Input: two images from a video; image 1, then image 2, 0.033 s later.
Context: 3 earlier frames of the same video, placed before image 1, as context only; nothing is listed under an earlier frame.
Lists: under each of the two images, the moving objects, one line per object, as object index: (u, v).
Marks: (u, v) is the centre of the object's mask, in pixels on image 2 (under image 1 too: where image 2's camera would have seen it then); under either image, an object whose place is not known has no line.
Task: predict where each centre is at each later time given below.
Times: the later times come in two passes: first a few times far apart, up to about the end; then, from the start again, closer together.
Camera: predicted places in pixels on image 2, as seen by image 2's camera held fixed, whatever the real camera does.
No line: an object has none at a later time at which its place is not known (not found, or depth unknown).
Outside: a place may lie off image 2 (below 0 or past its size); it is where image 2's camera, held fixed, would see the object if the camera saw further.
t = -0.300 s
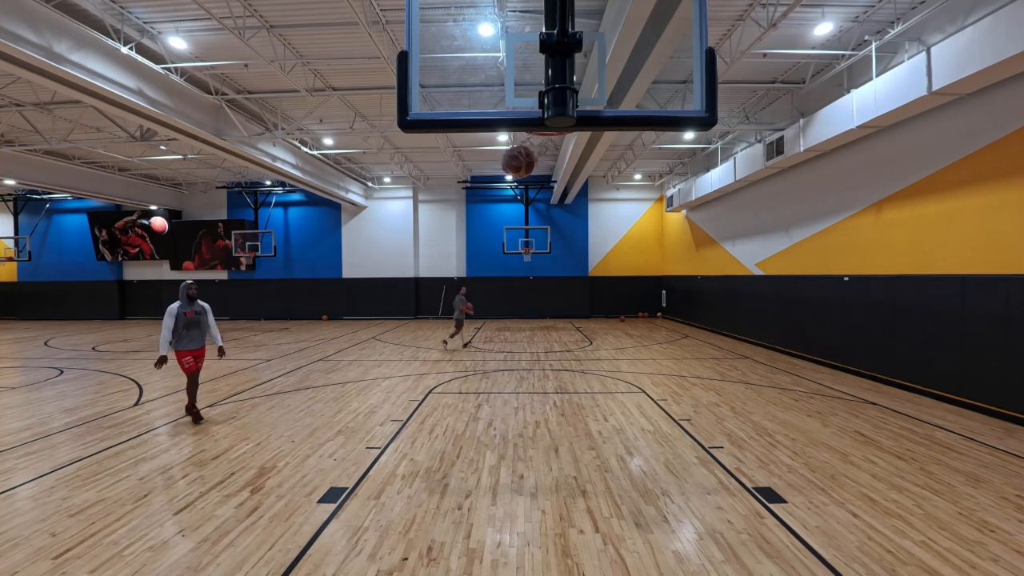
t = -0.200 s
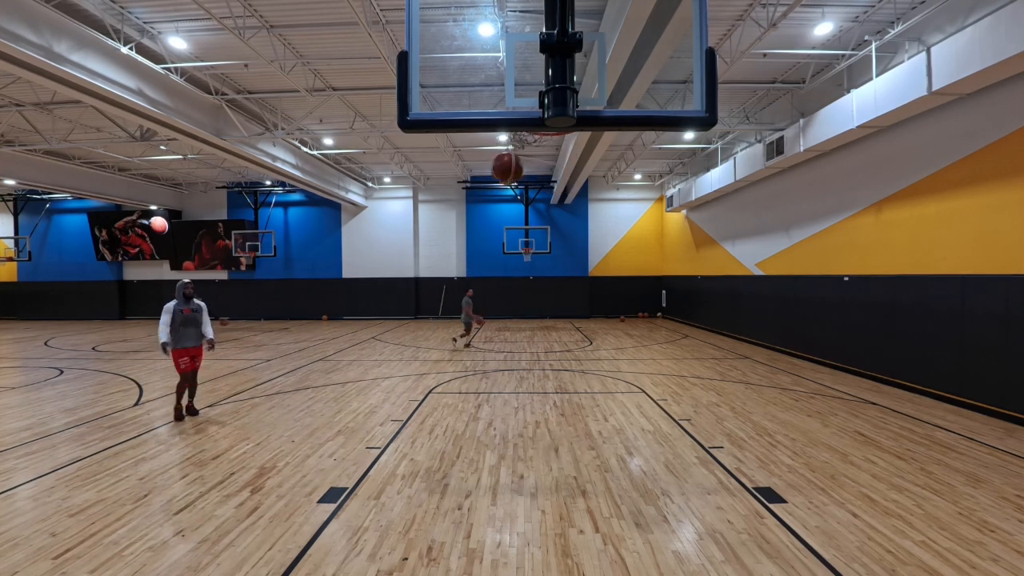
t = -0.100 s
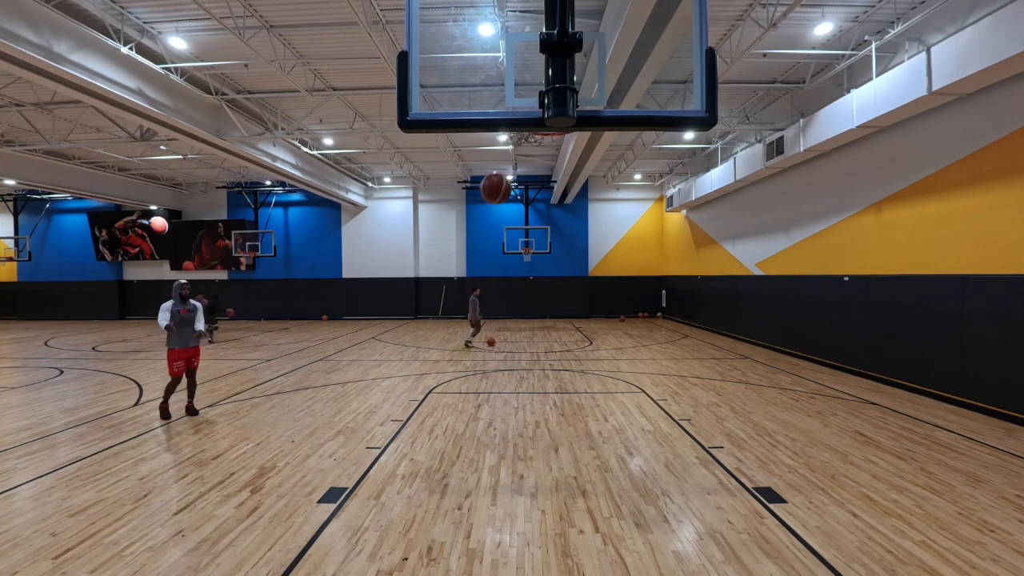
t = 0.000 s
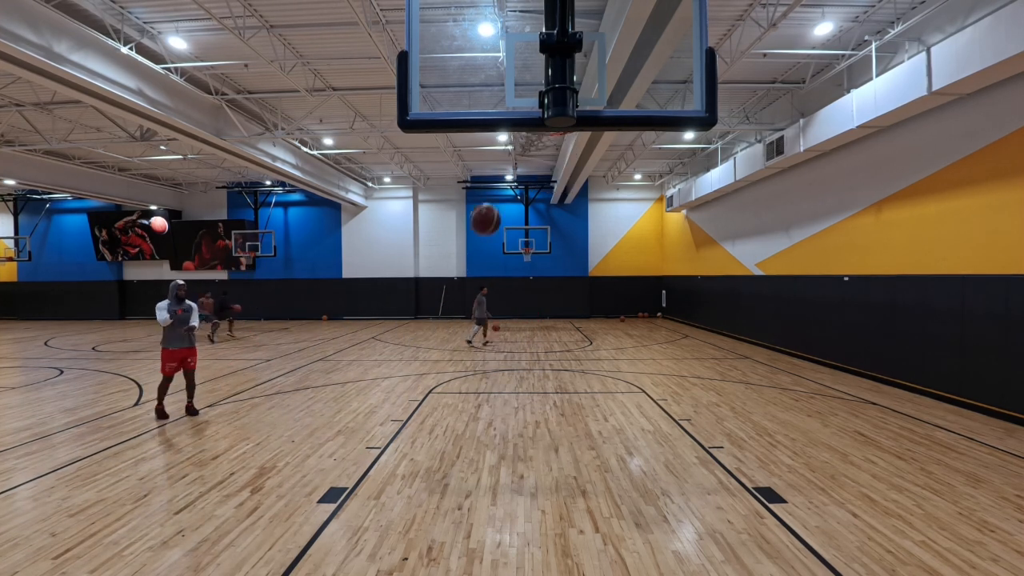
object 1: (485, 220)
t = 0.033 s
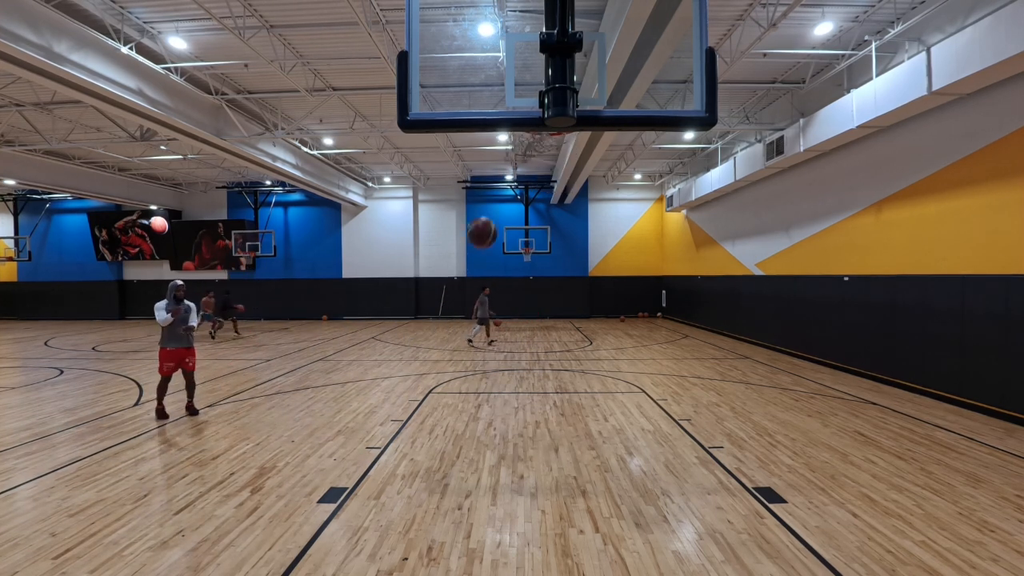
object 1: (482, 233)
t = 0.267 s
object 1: (460, 358)
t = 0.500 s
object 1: (444, 480)
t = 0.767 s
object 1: (433, 375)
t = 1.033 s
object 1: (425, 350)
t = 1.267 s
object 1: (419, 394)
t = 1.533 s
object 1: (414, 481)
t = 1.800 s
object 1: (403, 420)
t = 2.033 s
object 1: (396, 431)
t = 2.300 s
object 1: (388, 478)
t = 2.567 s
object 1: (380, 449)
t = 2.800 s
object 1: (374, 487)
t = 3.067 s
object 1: (367, 464)
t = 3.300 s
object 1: (362, 480)
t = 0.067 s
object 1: (478, 248)
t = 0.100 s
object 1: (475, 264)
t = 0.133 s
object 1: (472, 280)
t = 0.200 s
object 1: (465, 316)
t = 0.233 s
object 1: (462, 338)
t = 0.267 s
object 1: (460, 358)
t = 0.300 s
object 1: (457, 381)
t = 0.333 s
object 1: (455, 404)
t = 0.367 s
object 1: (452, 428)
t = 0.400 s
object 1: (450, 453)
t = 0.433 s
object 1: (447, 478)
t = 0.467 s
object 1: (446, 499)
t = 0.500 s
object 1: (444, 480)
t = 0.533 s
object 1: (443, 463)
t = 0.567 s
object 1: (441, 447)
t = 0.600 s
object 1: (440, 431)
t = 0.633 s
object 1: (438, 417)
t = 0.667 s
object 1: (437, 405)
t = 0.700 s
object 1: (436, 394)
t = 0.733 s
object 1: (435, 384)
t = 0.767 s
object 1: (433, 375)
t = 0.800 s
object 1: (432, 367)
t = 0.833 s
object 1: (431, 361)
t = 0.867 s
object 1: (430, 356)
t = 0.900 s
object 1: (429, 352)
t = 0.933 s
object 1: (428, 350)
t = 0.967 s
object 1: (427, 348)
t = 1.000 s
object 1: (426, 349)
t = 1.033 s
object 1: (425, 350)
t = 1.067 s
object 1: (424, 353)
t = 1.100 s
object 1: (424, 356)
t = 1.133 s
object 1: (423, 361)
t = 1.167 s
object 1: (422, 368)
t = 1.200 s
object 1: (421, 376)
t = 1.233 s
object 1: (420, 384)
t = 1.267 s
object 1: (419, 394)
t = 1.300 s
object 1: (419, 406)
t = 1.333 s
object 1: (418, 419)
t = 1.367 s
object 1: (418, 432)
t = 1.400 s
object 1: (417, 447)
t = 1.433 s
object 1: (417, 463)
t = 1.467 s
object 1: (416, 479)
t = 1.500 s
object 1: (416, 495)
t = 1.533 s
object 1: (414, 481)
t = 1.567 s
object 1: (413, 469)
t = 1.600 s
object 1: (411, 458)
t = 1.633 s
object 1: (410, 449)
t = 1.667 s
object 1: (409, 441)
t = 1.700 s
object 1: (407, 434)
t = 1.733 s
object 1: (406, 428)
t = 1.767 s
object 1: (405, 423)
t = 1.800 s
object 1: (403, 420)
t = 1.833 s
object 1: (402, 418)
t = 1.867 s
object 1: (401, 417)
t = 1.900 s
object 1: (400, 417)
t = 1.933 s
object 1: (399, 419)
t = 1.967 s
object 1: (398, 422)
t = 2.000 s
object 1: (397, 426)
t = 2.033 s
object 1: (396, 431)
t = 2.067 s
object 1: (395, 438)
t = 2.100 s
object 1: (394, 445)
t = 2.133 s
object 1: (393, 454)
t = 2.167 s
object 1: (392, 464)
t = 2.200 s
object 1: (391, 475)
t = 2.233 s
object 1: (391, 488)
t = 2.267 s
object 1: (390, 488)
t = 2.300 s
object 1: (388, 478)
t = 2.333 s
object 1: (387, 471)
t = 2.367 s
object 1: (386, 464)
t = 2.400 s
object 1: (385, 459)
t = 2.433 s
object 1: (384, 454)
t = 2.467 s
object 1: (382, 451)
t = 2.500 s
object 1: (381, 450)
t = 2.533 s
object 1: (380, 449)
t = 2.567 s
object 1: (380, 449)
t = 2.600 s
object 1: (379, 451)
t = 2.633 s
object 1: (378, 454)
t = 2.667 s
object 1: (377, 458)
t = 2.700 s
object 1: (376, 464)
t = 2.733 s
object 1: (375, 470)
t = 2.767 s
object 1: (375, 478)
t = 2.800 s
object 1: (374, 487)
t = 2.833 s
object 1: (373, 487)
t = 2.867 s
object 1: (372, 480)
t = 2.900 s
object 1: (371, 474)
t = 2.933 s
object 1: (370, 470)
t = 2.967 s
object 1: (369, 467)
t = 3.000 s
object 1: (368, 464)
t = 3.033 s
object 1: (368, 464)
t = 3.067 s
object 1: (367, 464)
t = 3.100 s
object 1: (366, 465)
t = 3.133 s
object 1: (366, 468)
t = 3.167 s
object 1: (365, 472)
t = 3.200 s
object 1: (364, 477)
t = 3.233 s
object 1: (364, 483)
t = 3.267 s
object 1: (363, 486)
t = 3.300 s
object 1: (362, 480)
